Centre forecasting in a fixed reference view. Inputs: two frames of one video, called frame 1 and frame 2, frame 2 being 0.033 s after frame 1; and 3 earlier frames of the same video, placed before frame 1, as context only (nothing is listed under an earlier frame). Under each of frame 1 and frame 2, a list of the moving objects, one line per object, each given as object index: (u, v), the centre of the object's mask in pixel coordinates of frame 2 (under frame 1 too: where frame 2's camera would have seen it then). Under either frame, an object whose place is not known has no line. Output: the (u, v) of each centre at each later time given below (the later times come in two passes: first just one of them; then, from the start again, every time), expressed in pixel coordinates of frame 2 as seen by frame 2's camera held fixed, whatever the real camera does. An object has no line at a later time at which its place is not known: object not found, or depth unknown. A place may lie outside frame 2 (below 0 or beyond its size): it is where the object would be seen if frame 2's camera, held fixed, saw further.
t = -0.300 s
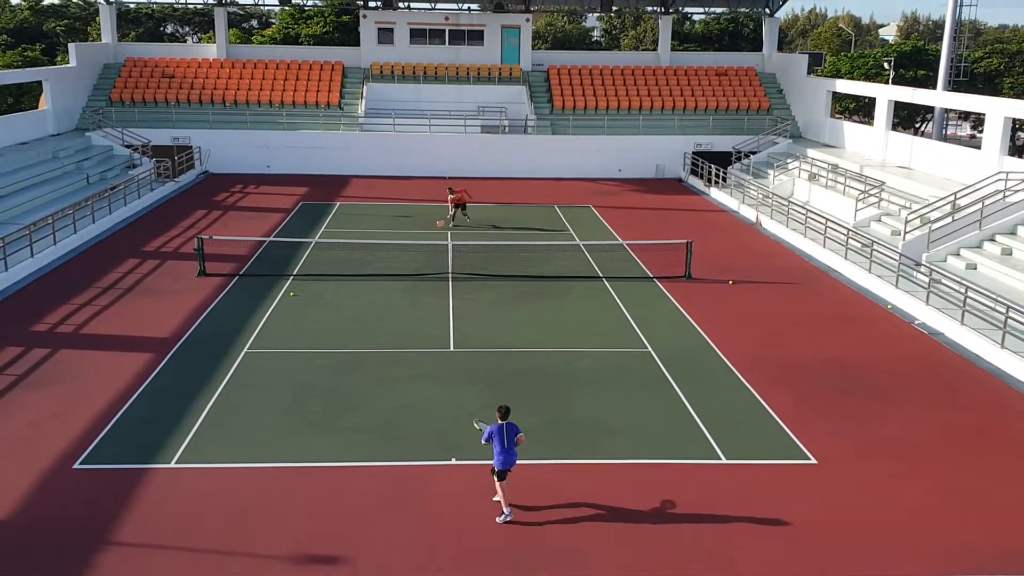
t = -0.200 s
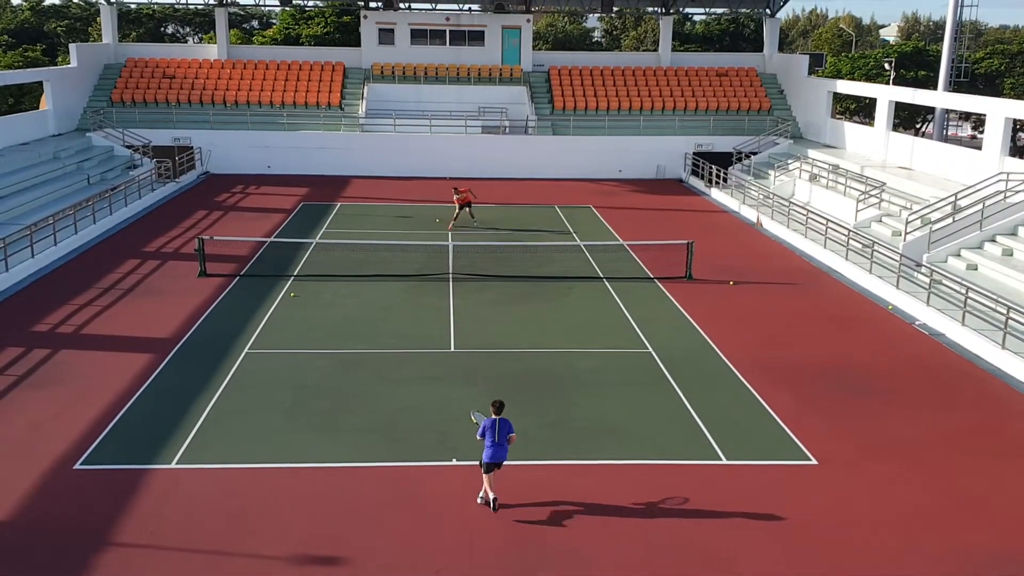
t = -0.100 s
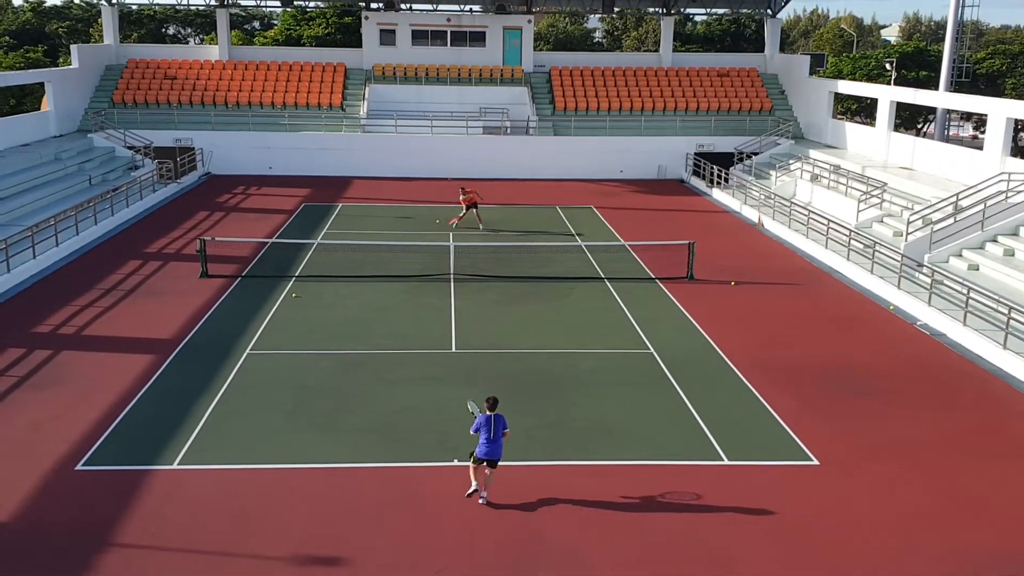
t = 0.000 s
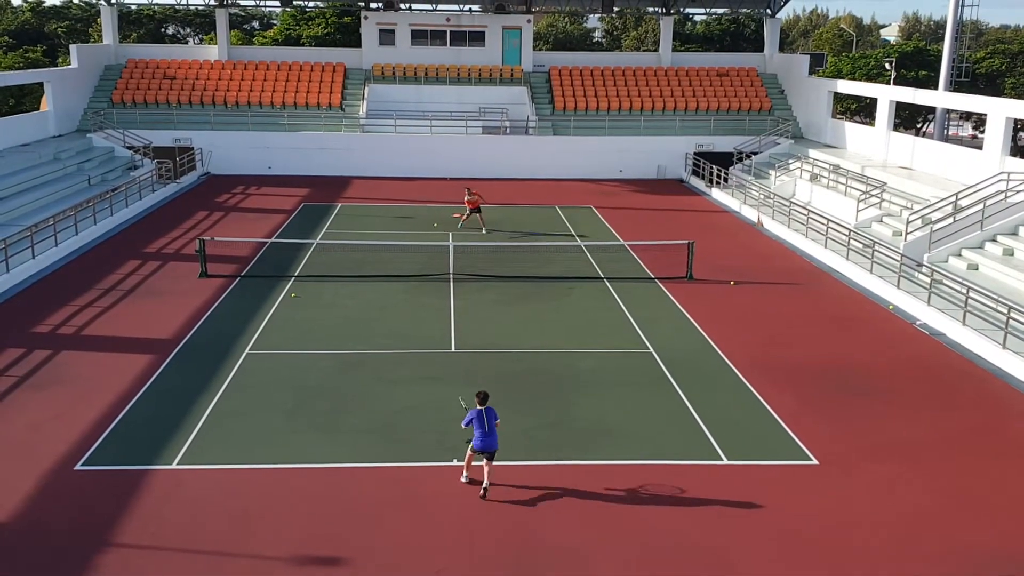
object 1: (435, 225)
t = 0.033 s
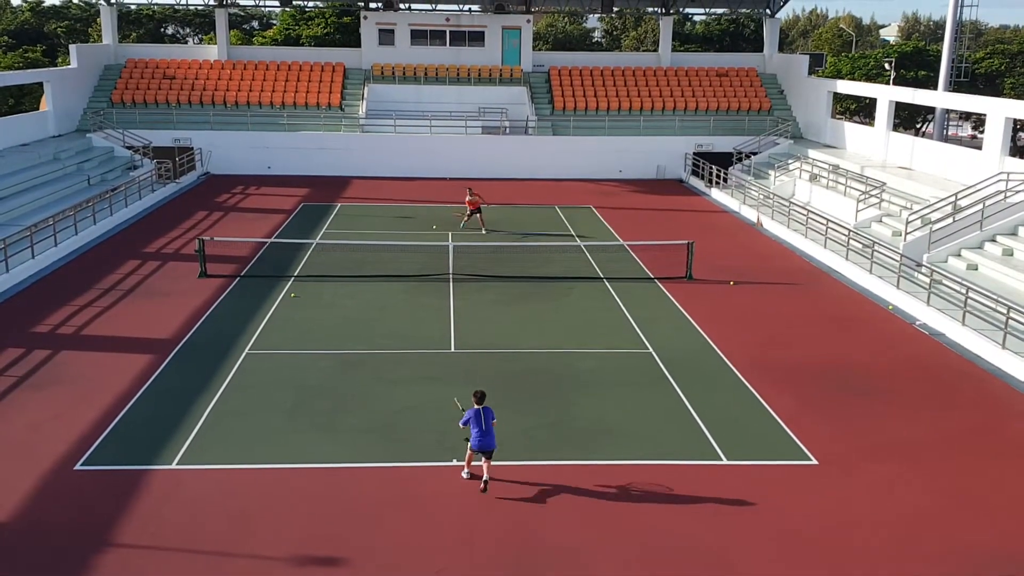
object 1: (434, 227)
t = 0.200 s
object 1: (431, 245)
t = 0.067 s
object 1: (433, 230)
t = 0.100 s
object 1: (433, 232)
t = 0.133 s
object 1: (432, 236)
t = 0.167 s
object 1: (432, 240)
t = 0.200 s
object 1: (431, 245)
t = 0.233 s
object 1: (430, 250)
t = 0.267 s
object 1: (429, 255)
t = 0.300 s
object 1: (428, 261)
